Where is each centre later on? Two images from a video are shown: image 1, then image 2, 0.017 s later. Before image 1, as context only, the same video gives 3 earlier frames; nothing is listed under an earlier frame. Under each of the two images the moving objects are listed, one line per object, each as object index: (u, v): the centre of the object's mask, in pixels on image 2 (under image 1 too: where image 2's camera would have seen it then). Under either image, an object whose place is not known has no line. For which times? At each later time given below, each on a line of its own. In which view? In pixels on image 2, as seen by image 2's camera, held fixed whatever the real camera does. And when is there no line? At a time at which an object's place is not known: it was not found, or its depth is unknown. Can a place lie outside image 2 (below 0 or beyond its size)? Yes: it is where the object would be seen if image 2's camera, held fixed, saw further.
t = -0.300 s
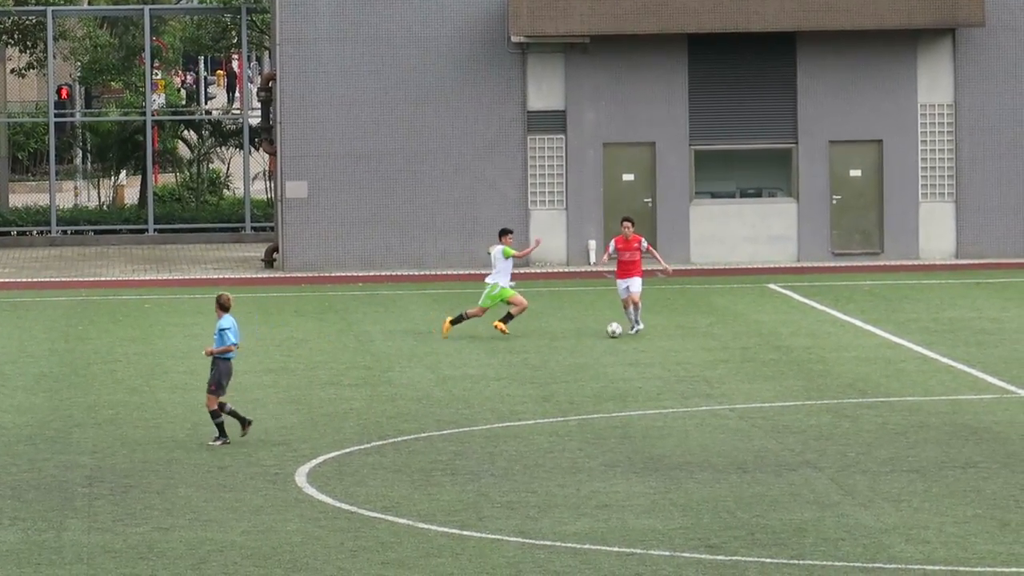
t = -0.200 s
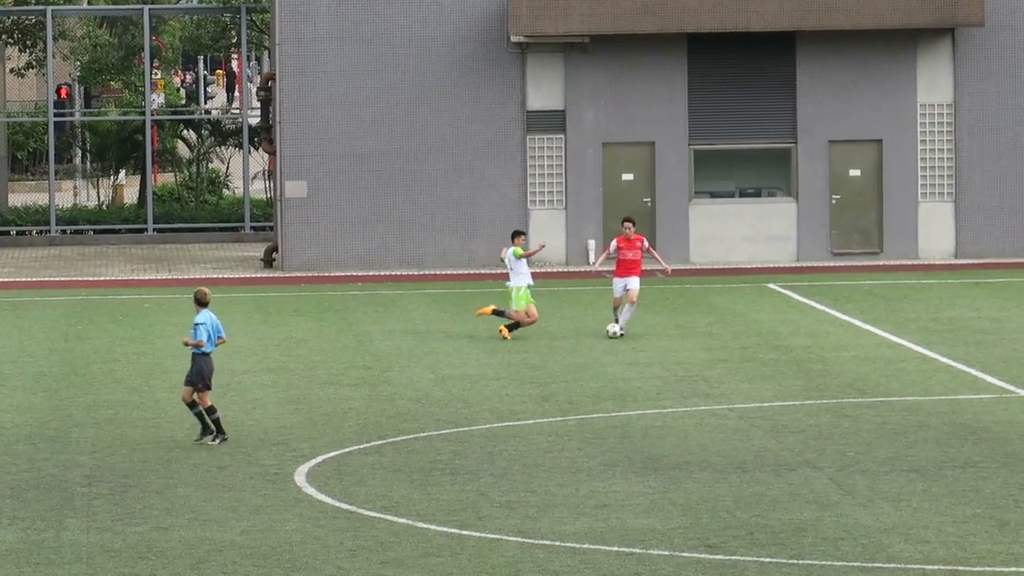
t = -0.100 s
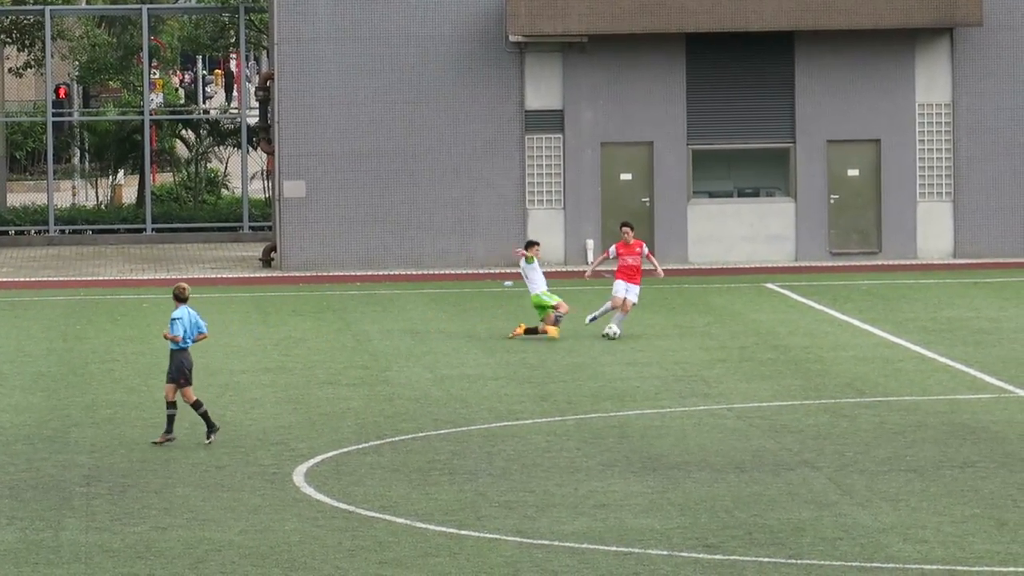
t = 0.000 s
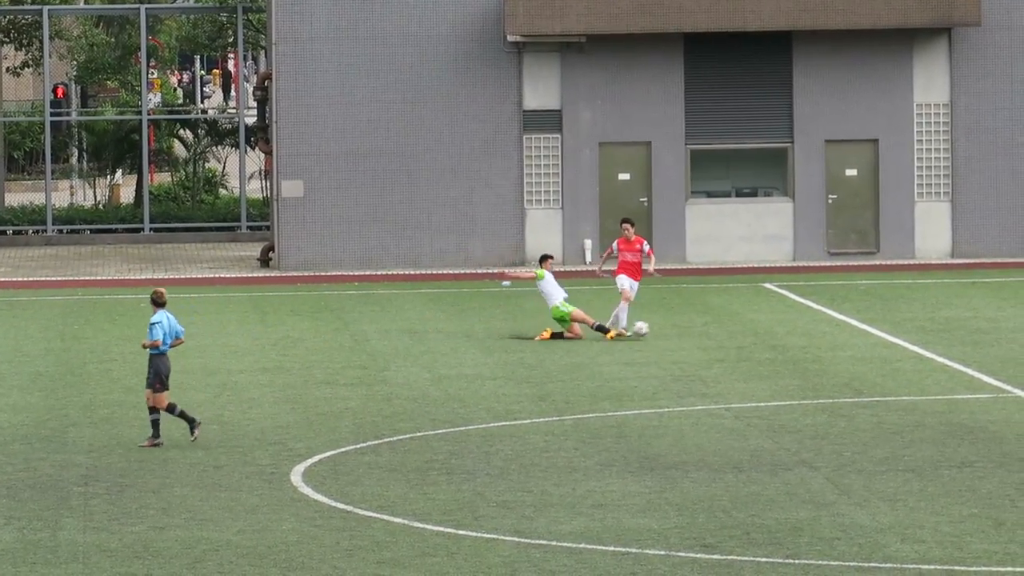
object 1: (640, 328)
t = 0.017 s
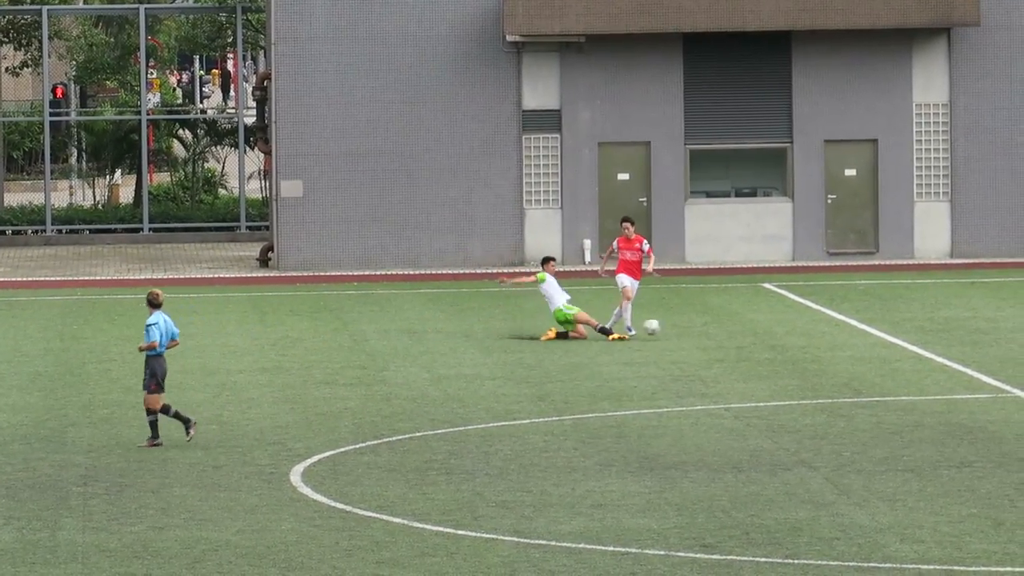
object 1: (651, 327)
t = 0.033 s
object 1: (663, 325)
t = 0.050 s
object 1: (675, 323)
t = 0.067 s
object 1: (687, 322)
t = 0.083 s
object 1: (699, 321)
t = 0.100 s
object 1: (710, 320)
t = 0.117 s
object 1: (722, 320)
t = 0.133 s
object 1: (734, 319)
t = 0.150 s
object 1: (746, 319)
